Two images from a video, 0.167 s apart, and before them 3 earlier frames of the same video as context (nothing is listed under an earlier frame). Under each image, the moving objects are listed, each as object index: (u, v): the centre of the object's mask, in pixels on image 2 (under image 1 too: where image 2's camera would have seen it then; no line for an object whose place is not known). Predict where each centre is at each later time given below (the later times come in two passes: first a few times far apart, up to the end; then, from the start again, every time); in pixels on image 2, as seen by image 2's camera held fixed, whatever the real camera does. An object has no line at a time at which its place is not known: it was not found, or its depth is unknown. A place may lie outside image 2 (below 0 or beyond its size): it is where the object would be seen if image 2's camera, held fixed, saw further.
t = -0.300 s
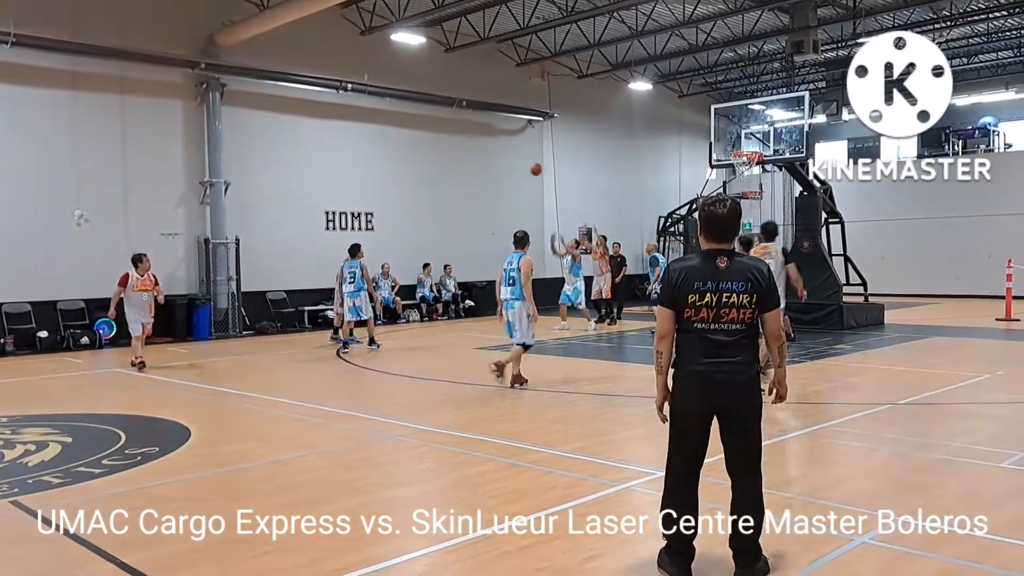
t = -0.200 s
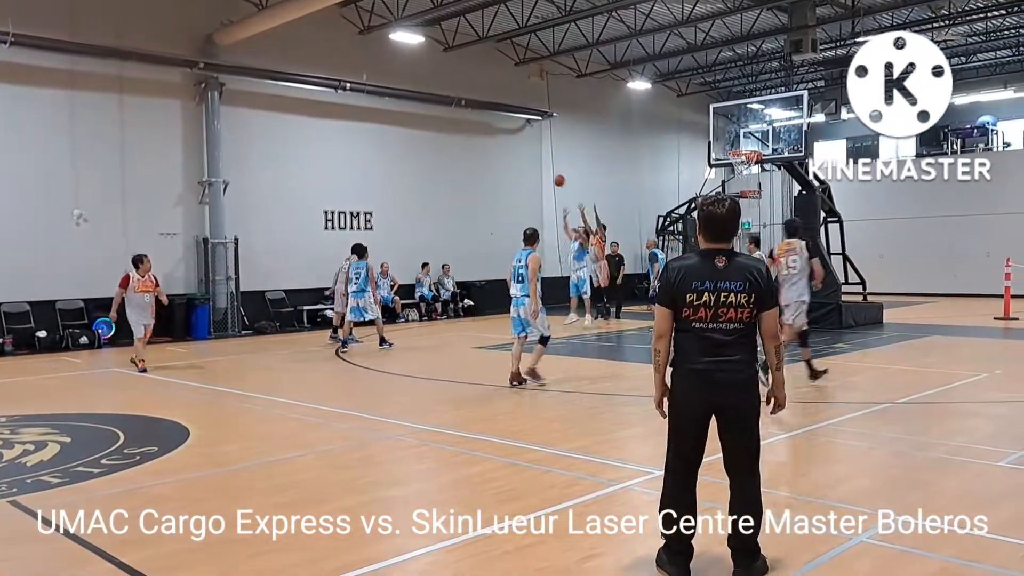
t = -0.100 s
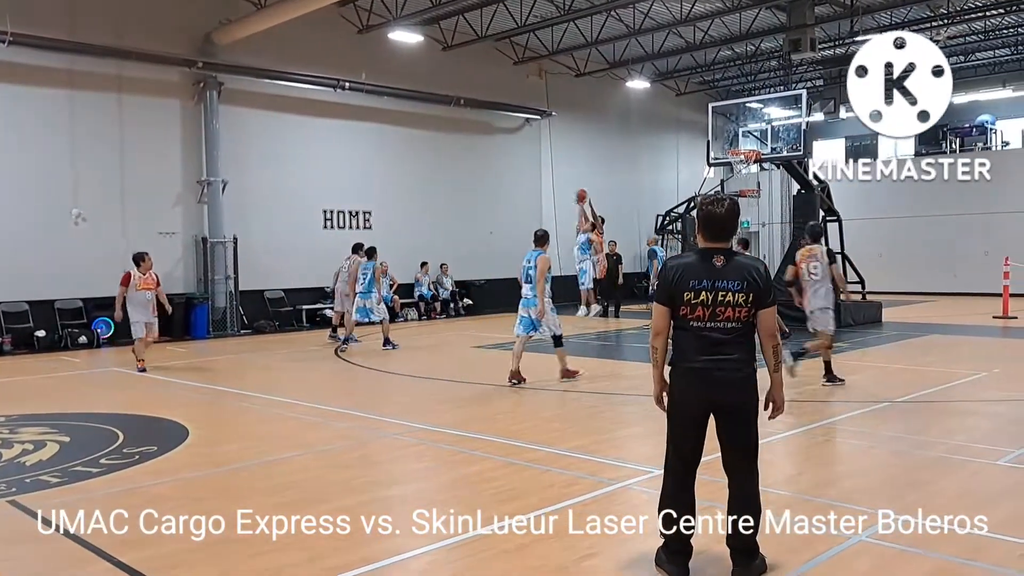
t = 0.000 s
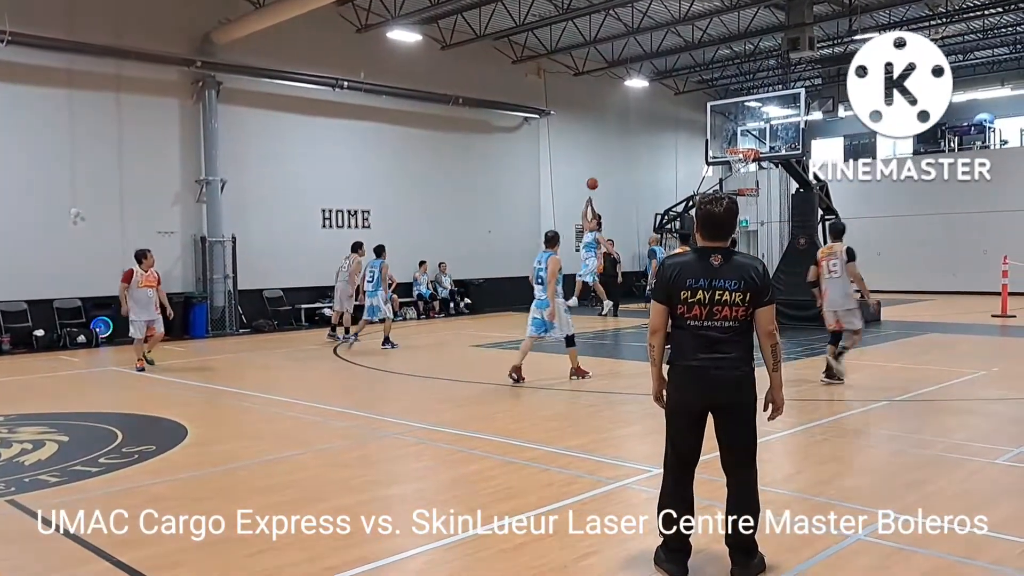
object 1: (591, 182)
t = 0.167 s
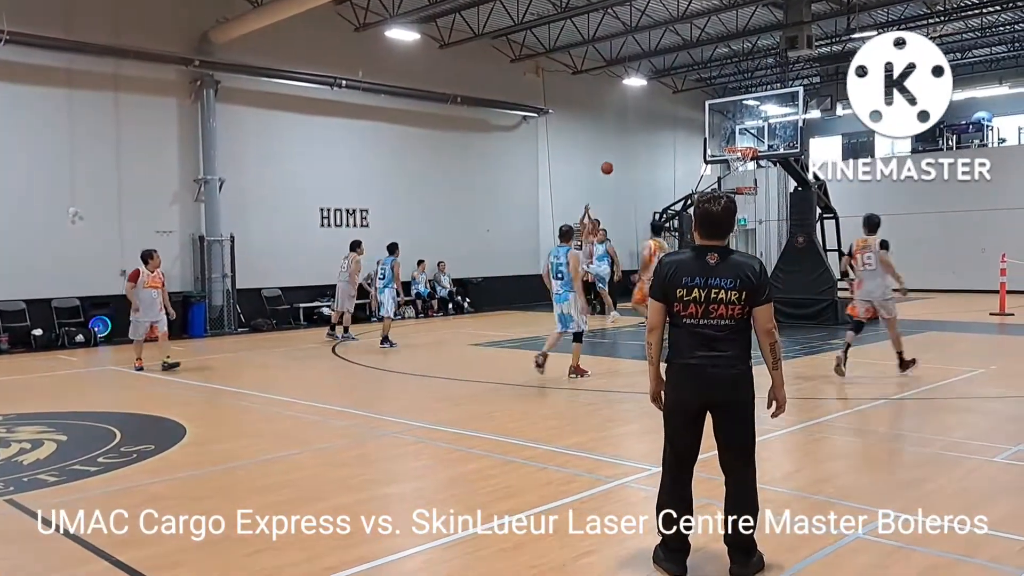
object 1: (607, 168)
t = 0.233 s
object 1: (614, 166)
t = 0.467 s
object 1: (640, 180)
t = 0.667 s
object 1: (665, 216)
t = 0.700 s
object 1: (670, 225)
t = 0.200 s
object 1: (610, 167)
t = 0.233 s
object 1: (614, 166)
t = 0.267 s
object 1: (617, 166)
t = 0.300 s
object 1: (621, 167)
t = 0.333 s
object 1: (625, 169)
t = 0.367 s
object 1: (628, 170)
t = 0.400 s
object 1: (632, 173)
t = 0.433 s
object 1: (636, 176)
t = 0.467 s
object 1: (640, 180)
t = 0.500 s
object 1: (643, 184)
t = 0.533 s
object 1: (648, 189)
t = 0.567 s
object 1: (652, 195)
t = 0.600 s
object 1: (656, 202)
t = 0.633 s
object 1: (660, 209)
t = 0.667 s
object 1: (665, 216)
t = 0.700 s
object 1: (670, 225)
